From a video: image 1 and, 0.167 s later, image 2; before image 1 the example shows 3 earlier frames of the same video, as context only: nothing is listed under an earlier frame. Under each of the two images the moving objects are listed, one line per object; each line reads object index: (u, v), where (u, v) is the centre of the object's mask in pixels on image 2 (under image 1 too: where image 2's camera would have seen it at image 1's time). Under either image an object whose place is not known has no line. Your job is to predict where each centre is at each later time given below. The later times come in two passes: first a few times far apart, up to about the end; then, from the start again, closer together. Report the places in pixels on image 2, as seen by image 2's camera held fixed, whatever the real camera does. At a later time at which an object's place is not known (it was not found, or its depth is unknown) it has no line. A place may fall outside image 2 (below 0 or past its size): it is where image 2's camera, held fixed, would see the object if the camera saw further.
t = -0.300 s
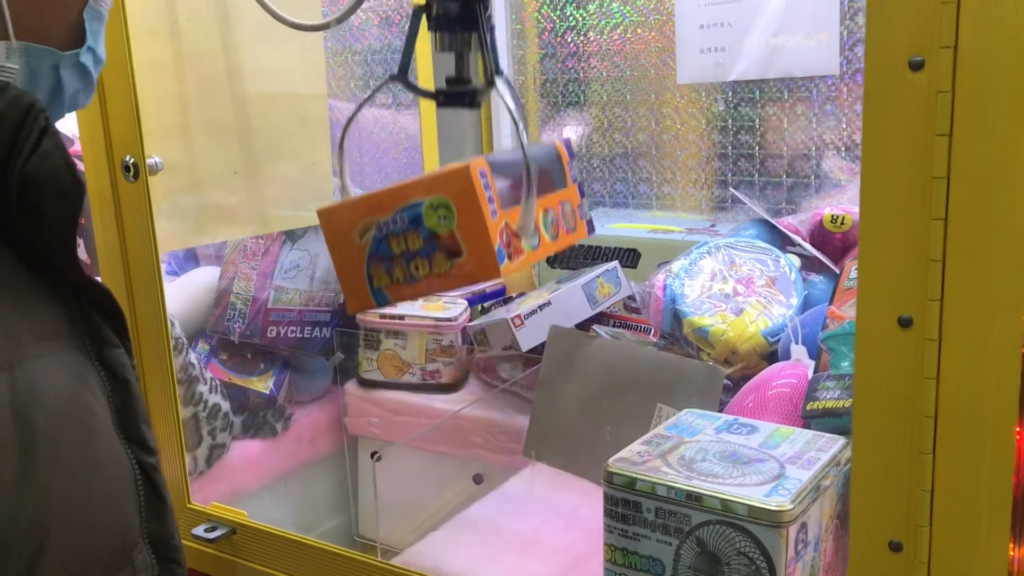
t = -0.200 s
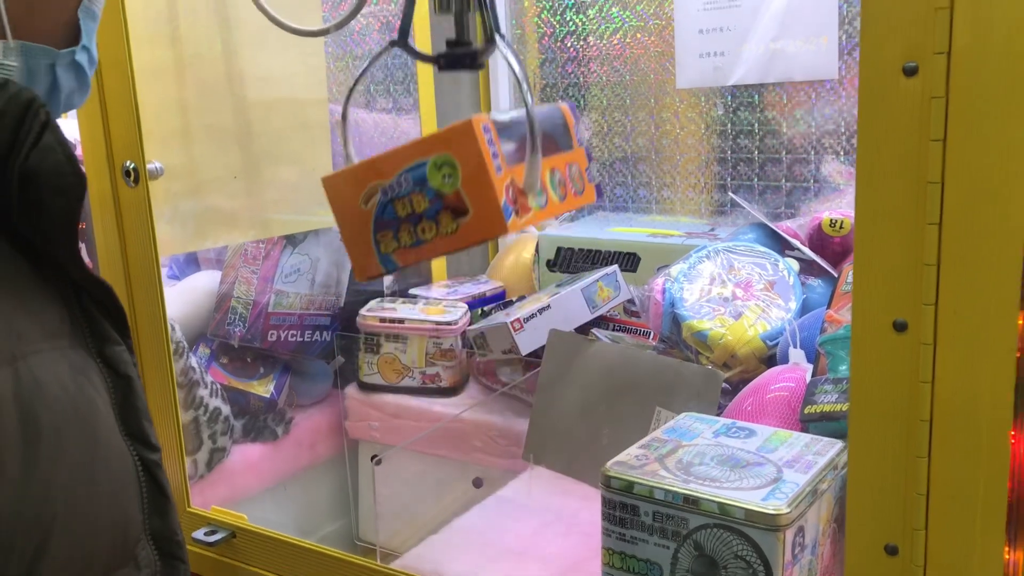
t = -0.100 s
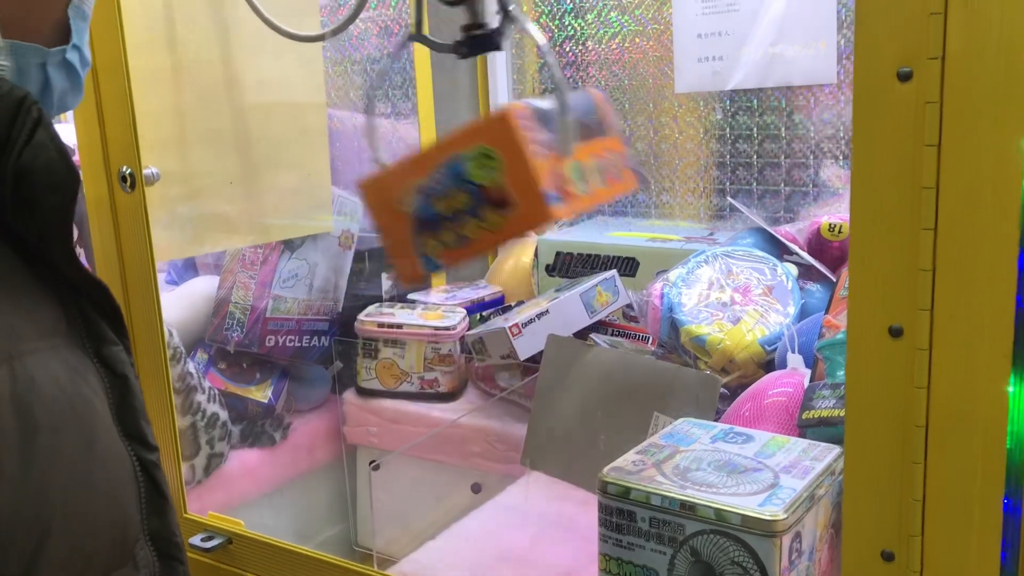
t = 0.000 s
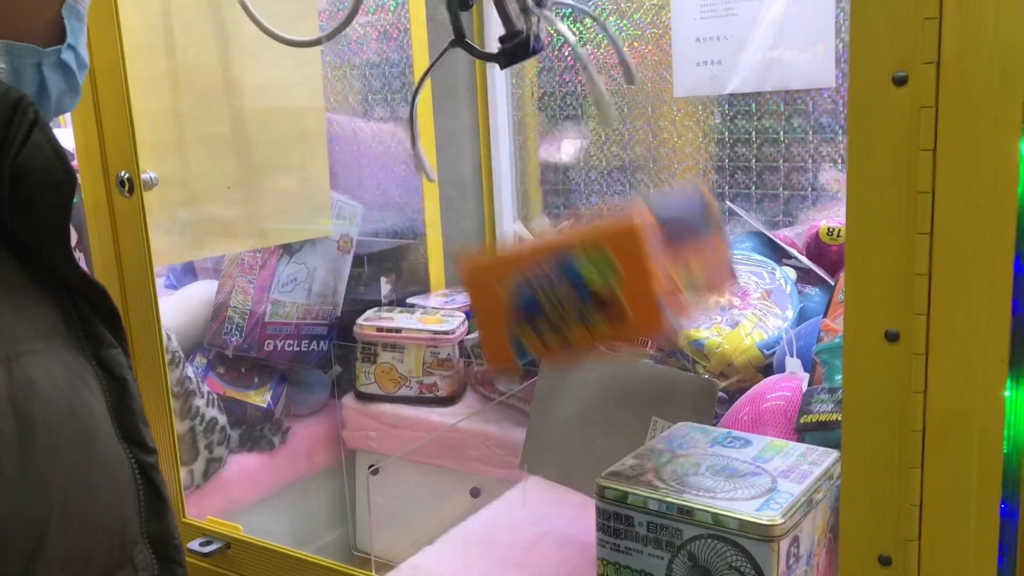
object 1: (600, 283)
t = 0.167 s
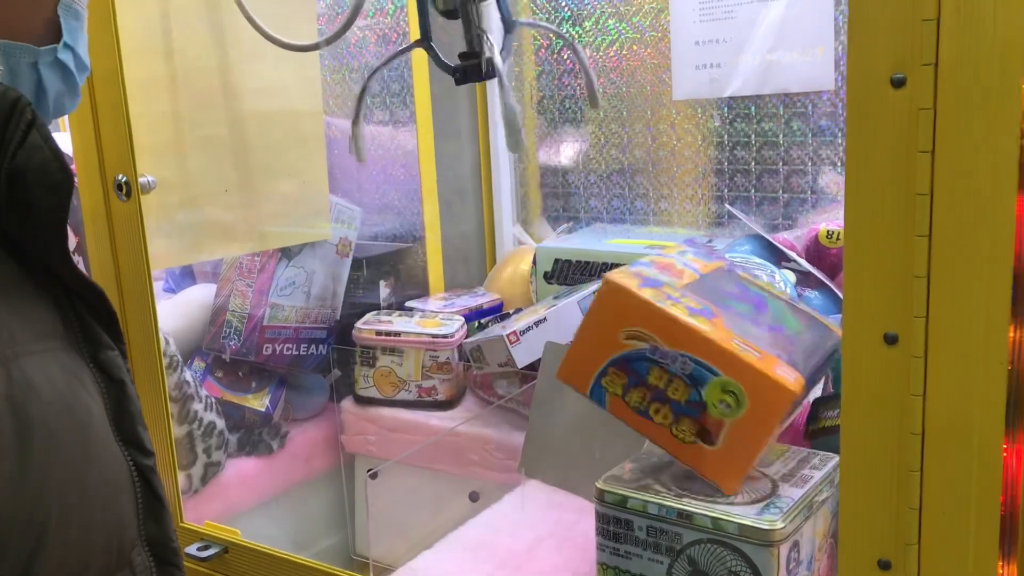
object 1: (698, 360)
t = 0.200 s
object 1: (702, 360)
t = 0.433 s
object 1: (668, 396)
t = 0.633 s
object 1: (677, 400)
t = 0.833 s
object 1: (678, 400)
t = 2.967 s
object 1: (678, 400)
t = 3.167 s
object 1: (678, 401)
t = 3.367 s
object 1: (678, 402)
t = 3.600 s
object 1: (678, 402)
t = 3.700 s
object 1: (679, 402)
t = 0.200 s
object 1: (702, 360)
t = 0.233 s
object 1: (701, 364)
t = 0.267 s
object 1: (696, 373)
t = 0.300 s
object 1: (691, 387)
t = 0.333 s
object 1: (682, 401)
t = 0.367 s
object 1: (675, 396)
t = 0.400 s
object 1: (669, 397)
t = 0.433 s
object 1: (668, 396)
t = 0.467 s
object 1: (670, 397)
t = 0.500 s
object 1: (674, 399)
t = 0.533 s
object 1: (677, 399)
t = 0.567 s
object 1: (678, 400)
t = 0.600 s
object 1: (678, 400)
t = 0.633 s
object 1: (677, 400)
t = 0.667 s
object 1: (678, 400)
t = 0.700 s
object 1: (678, 400)
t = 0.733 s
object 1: (678, 400)
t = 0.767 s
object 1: (678, 400)
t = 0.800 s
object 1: (678, 400)
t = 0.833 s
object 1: (678, 400)
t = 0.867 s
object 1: (678, 400)
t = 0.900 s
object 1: (678, 400)
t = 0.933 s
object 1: (678, 400)
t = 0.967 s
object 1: (678, 400)
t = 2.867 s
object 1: (679, 400)
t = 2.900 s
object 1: (679, 400)
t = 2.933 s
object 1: (679, 400)
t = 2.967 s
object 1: (678, 400)
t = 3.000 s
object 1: (678, 400)
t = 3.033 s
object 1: (678, 401)
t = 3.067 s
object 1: (678, 401)
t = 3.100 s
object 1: (678, 401)
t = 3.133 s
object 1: (678, 401)
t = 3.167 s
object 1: (678, 401)
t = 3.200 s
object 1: (678, 401)
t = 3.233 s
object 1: (678, 402)
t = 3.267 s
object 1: (678, 402)
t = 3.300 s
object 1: (678, 402)
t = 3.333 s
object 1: (678, 402)
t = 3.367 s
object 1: (678, 402)
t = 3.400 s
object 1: (678, 402)
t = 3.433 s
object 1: (678, 402)
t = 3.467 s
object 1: (678, 402)
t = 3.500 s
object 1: (678, 402)
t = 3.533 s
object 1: (678, 402)
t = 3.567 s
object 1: (678, 402)
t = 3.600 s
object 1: (678, 402)
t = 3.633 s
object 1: (679, 402)
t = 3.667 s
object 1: (679, 402)
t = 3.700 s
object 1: (679, 402)
